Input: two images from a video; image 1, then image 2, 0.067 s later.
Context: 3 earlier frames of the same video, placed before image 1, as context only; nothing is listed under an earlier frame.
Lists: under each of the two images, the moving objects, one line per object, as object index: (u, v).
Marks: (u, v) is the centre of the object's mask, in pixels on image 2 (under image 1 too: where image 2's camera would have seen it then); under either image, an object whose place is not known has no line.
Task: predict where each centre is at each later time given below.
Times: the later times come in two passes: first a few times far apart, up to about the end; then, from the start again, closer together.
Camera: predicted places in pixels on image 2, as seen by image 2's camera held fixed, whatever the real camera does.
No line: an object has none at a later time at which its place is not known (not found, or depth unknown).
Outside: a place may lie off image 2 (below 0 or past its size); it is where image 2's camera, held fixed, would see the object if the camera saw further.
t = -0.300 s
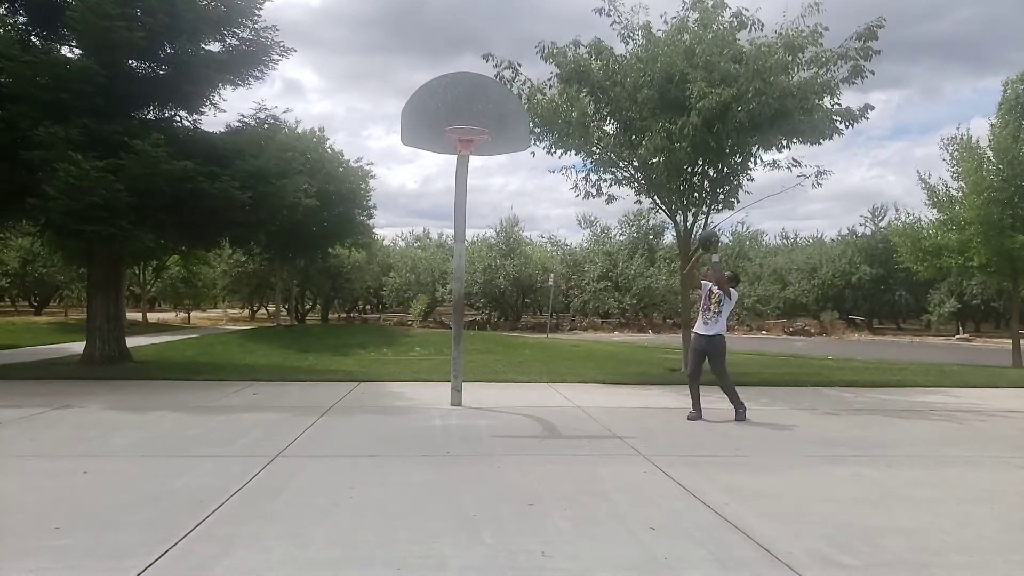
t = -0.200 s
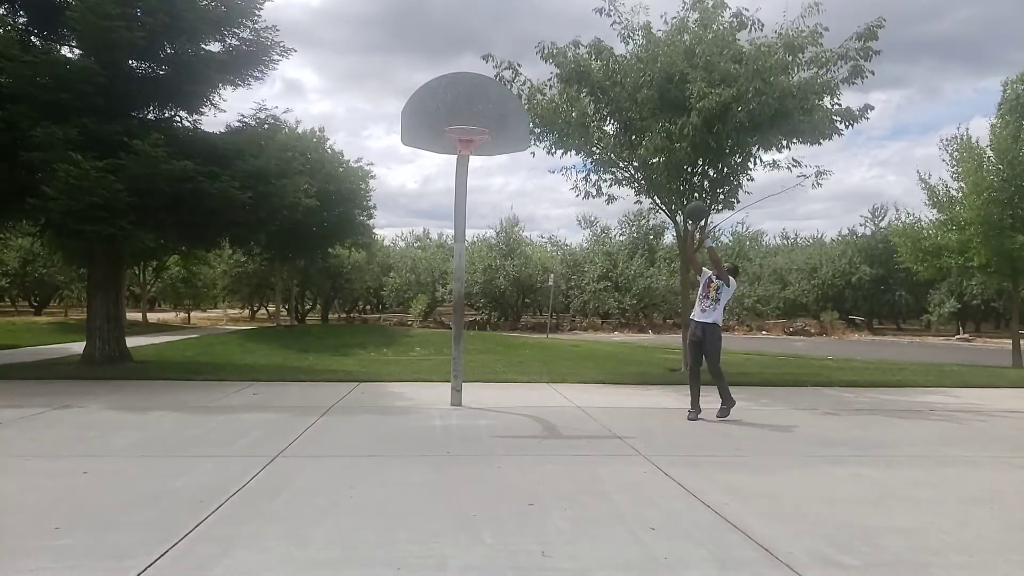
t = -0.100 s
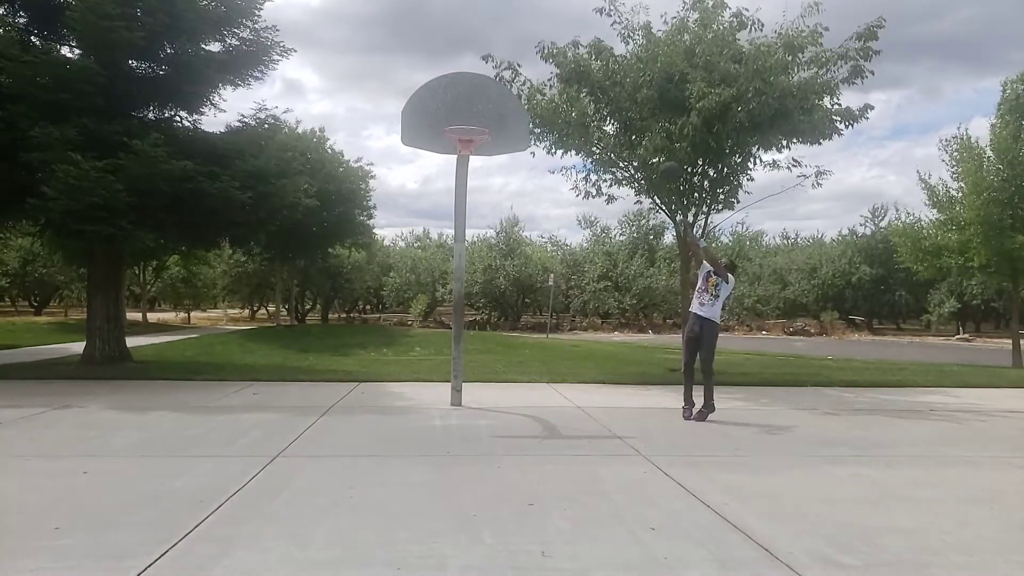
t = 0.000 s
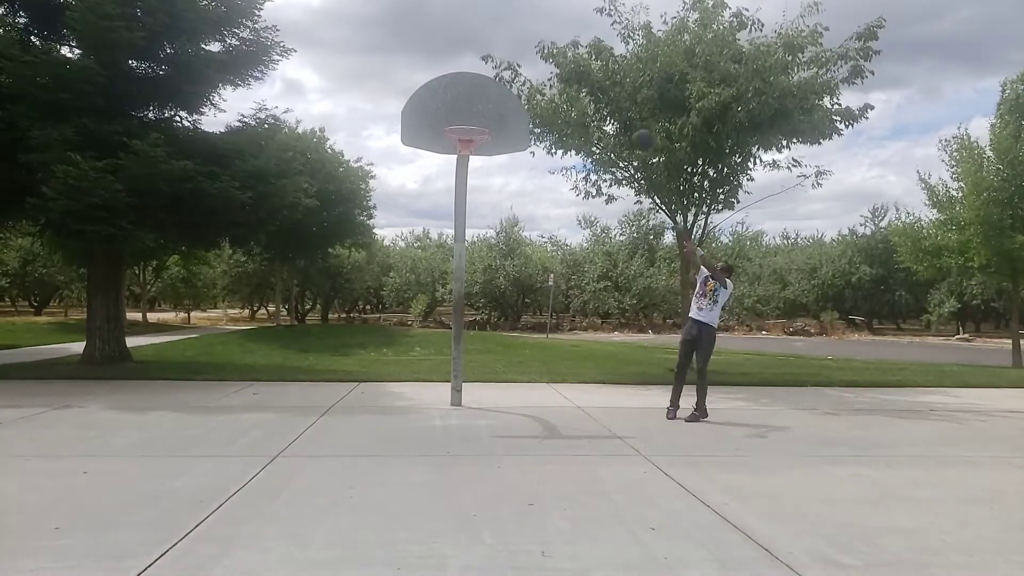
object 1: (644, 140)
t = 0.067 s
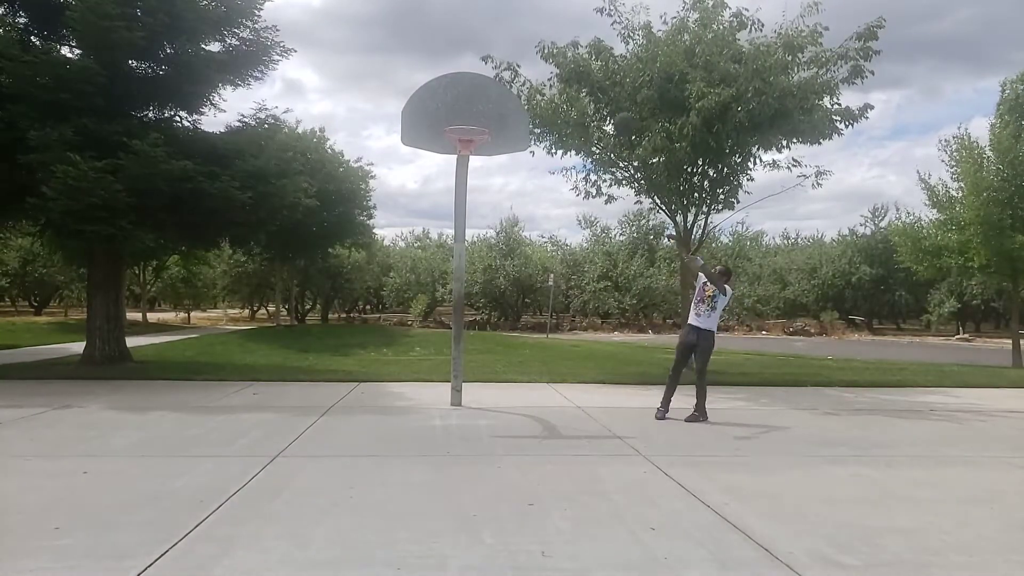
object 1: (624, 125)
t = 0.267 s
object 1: (569, 96)
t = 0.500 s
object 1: (498, 111)
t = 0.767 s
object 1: (415, 191)
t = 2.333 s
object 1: (168, 344)
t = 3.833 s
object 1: (27, 338)
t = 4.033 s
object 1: (14, 329)
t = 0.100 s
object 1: (616, 117)
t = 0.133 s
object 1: (605, 110)
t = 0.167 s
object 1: (596, 105)
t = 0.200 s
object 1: (588, 101)
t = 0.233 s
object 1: (578, 99)
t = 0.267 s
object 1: (569, 96)
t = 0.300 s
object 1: (558, 95)
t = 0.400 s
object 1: (529, 98)
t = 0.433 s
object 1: (519, 102)
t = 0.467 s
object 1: (509, 106)
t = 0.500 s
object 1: (498, 111)
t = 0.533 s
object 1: (488, 118)
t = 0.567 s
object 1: (478, 123)
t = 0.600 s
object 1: (467, 136)
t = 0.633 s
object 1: (457, 144)
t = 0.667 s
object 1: (447, 154)
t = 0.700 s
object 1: (436, 165)
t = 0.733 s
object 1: (426, 177)
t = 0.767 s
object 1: (415, 191)
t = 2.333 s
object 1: (168, 344)
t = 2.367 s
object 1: (166, 360)
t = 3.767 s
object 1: (31, 351)
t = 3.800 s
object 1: (29, 344)
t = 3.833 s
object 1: (27, 338)
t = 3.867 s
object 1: (25, 334)
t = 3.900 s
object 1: (23, 331)
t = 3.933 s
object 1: (20, 329)
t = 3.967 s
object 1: (19, 328)
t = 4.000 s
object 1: (17, 329)
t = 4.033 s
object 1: (14, 329)
